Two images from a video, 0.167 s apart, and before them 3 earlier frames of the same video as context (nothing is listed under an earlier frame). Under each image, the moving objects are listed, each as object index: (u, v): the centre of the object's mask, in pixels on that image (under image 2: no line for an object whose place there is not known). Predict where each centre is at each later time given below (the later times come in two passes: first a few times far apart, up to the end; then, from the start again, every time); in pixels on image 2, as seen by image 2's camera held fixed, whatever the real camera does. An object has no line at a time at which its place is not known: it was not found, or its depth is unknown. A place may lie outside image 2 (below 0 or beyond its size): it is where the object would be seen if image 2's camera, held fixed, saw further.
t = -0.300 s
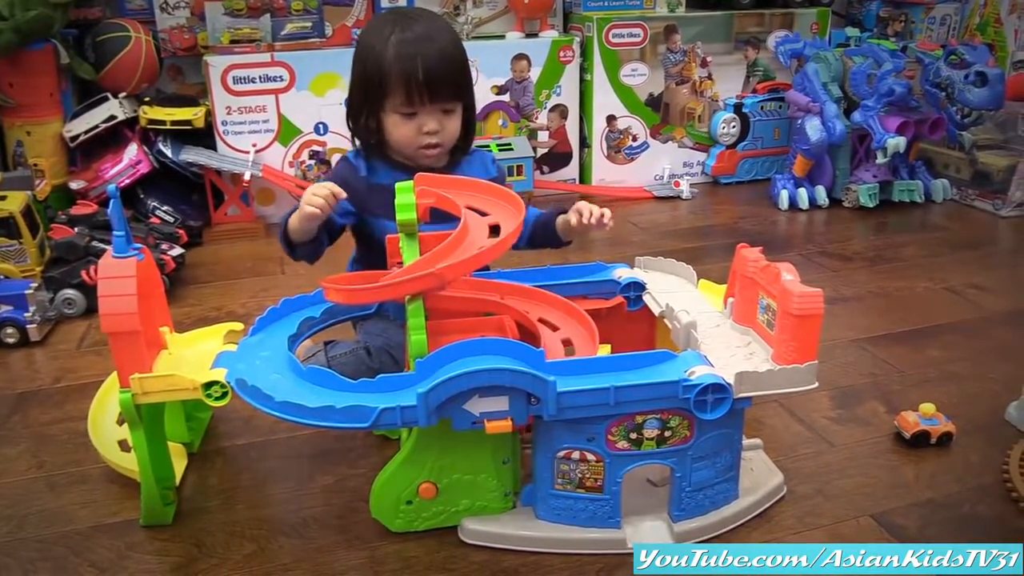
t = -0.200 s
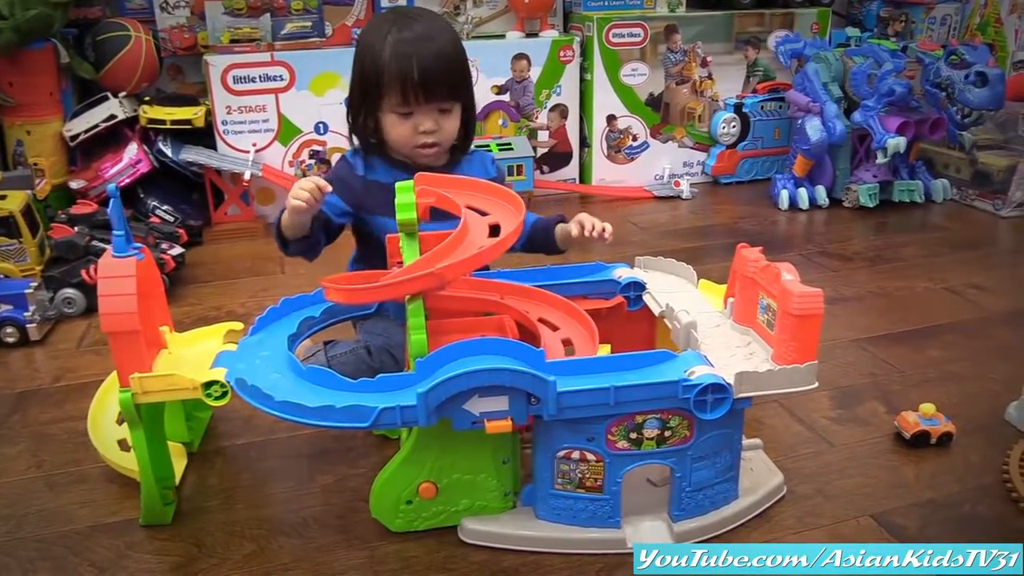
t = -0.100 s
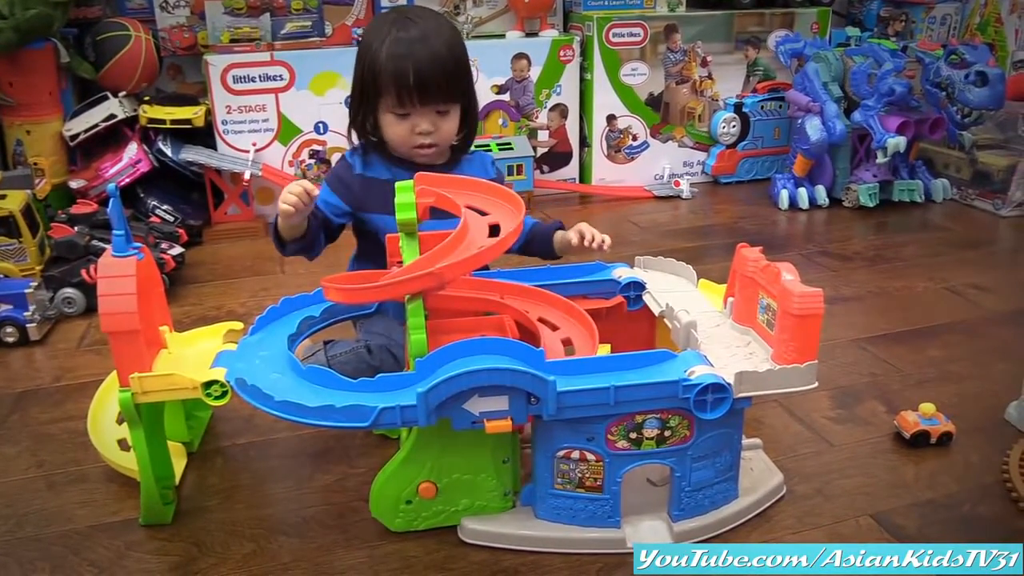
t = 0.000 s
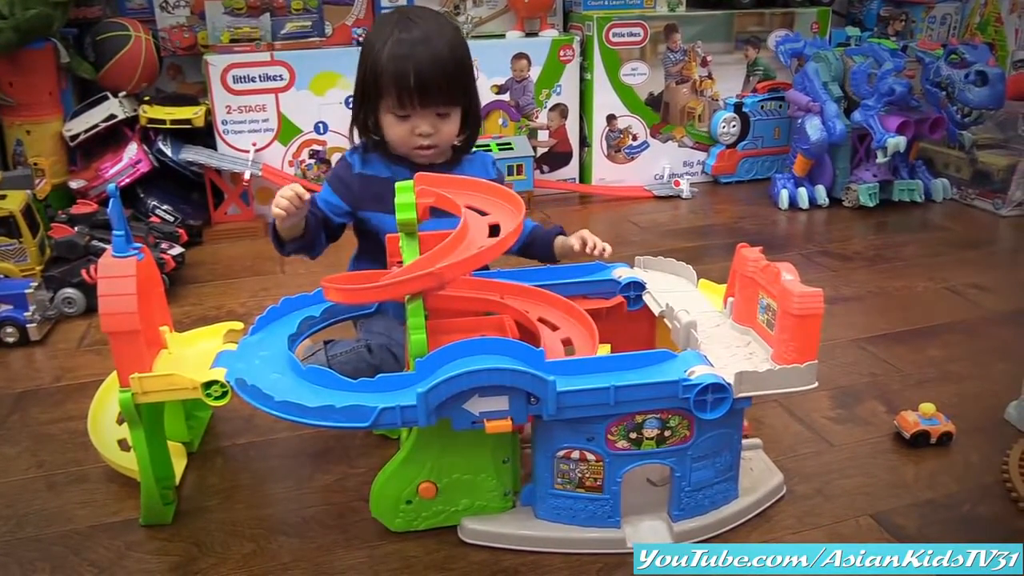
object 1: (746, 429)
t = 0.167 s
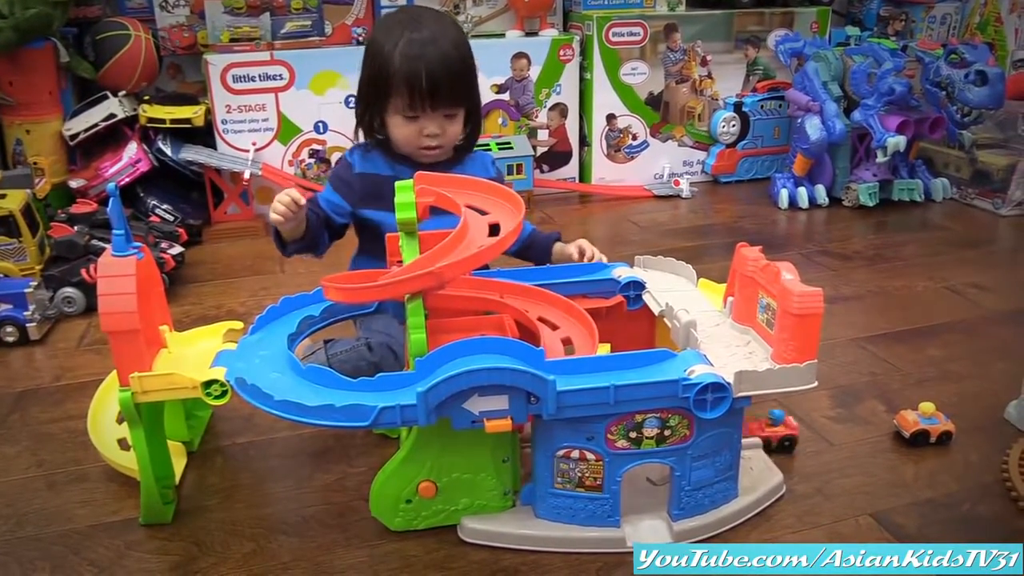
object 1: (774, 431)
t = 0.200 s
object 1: (782, 432)
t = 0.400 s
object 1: (823, 431)
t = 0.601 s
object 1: (851, 430)
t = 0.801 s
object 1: (863, 430)
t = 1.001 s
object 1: (864, 430)
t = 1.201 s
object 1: (864, 430)
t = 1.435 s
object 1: (864, 430)
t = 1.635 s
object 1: (864, 430)
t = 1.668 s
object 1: (864, 430)
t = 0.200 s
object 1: (782, 432)
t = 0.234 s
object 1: (789, 432)
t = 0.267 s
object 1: (797, 432)
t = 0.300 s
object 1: (804, 431)
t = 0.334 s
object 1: (810, 431)
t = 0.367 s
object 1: (818, 431)
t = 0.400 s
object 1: (823, 431)
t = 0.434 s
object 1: (829, 431)
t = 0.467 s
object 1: (835, 431)
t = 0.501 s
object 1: (839, 431)
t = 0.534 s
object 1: (843, 431)
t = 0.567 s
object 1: (847, 430)
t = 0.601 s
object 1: (851, 430)
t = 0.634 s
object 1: (854, 430)
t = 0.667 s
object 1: (857, 430)
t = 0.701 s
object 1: (859, 430)
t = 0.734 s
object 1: (862, 430)
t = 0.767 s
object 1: (863, 430)
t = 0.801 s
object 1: (863, 430)
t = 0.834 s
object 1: (864, 430)
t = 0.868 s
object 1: (864, 430)
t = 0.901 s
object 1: (864, 430)
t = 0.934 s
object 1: (864, 430)
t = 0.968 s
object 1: (864, 430)
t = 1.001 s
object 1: (864, 430)
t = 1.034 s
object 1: (864, 430)
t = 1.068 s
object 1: (864, 430)
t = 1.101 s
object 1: (863, 430)
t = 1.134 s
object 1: (864, 430)
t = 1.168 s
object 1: (864, 430)
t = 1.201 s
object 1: (864, 430)
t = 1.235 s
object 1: (864, 430)
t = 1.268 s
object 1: (864, 430)
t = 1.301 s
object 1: (864, 430)
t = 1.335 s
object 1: (864, 430)
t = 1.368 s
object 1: (864, 430)
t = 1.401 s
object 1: (864, 430)
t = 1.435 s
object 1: (864, 430)
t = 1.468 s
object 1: (864, 430)
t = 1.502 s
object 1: (864, 430)
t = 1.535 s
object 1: (864, 430)
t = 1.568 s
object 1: (864, 430)
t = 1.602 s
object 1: (864, 430)
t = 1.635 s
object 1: (864, 430)
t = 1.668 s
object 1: (864, 430)
